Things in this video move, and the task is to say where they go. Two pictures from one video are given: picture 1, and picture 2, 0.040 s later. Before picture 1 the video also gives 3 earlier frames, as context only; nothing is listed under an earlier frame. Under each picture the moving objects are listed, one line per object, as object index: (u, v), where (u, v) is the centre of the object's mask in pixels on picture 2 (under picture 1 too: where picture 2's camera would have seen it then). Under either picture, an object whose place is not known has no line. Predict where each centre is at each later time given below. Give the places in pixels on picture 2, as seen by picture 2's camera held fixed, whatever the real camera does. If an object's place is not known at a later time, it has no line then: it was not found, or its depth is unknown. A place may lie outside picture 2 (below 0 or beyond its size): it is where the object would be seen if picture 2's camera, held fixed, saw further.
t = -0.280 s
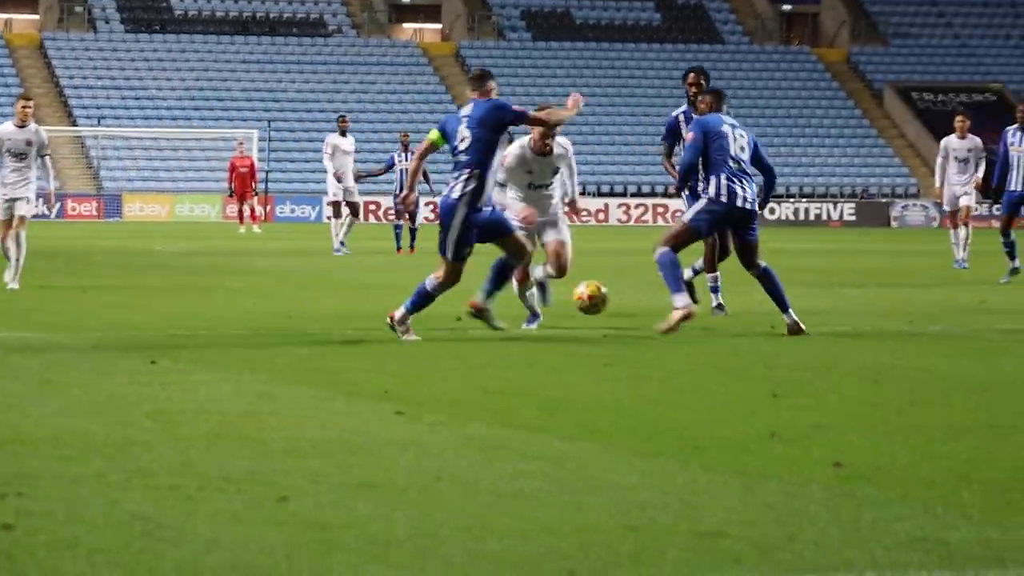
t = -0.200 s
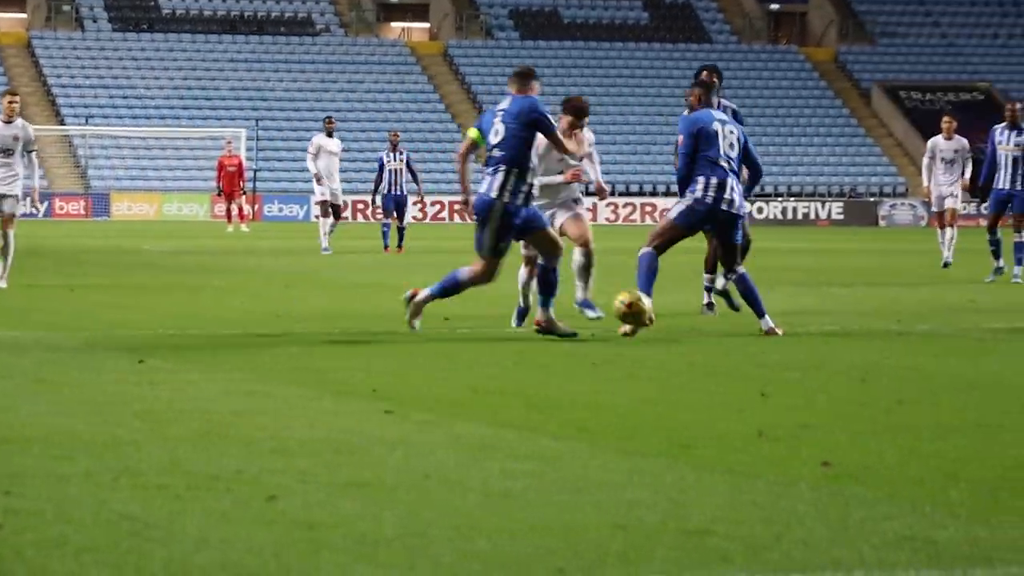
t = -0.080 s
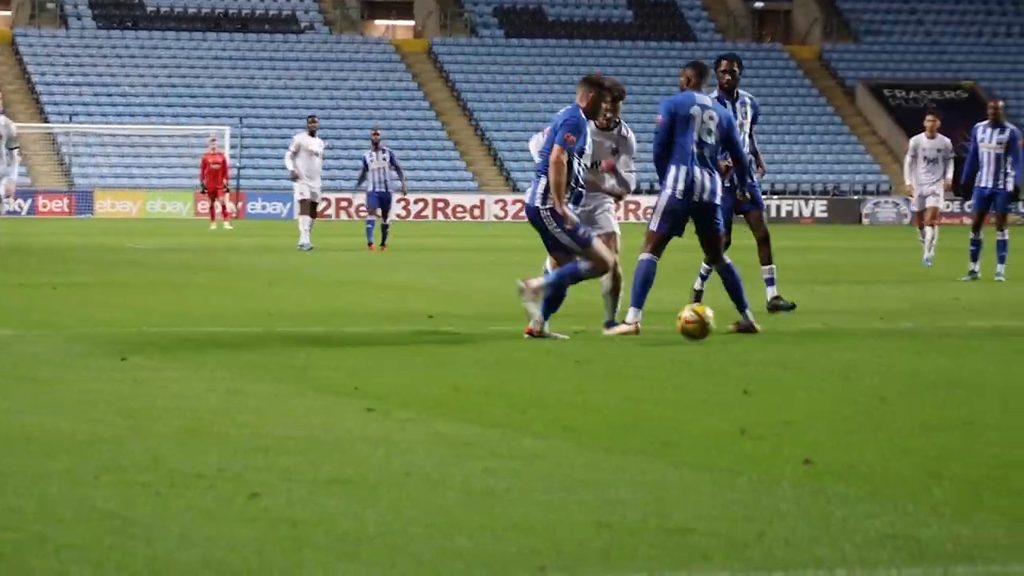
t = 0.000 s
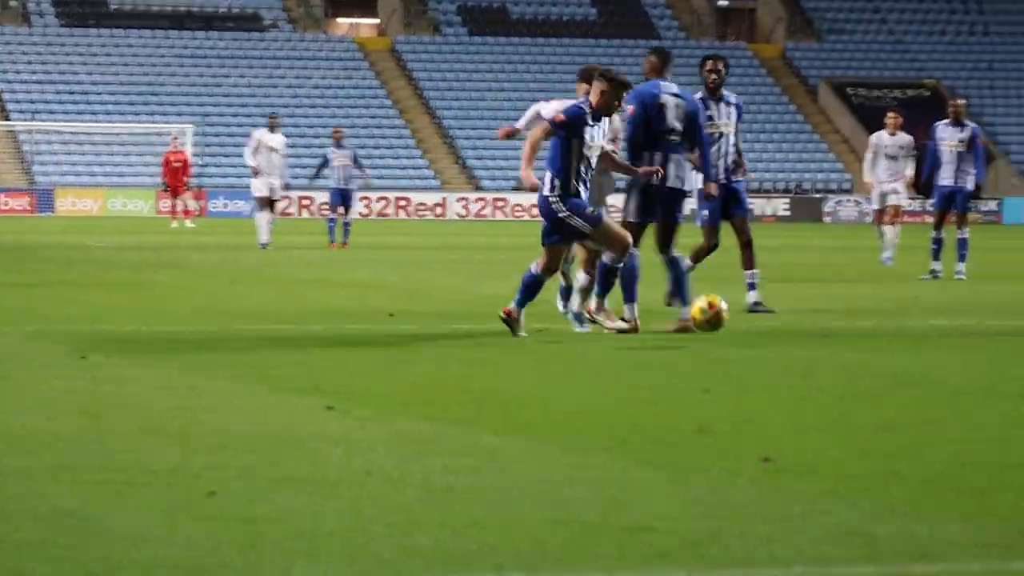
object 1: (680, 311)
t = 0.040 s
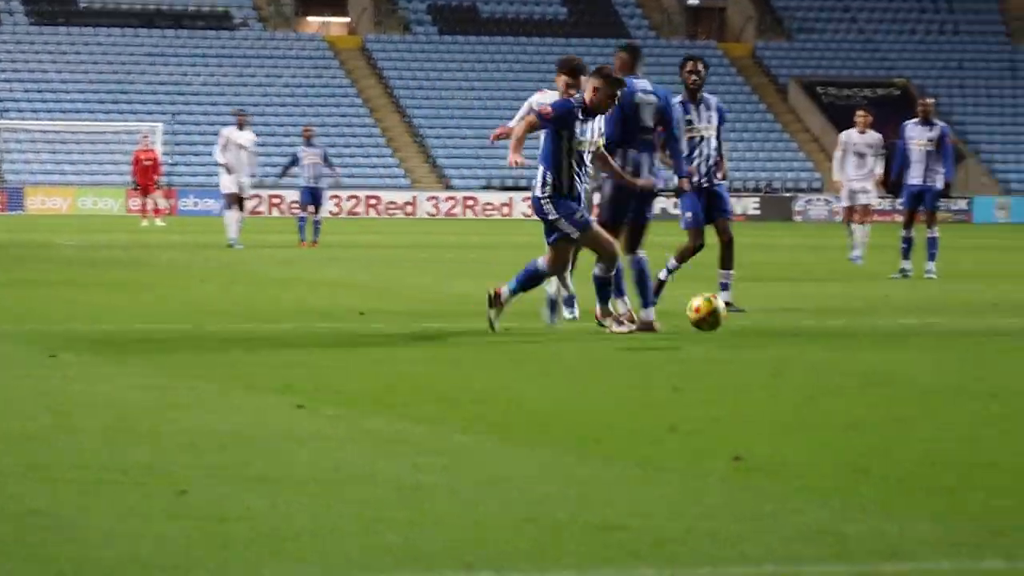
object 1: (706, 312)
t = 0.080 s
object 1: (733, 315)
